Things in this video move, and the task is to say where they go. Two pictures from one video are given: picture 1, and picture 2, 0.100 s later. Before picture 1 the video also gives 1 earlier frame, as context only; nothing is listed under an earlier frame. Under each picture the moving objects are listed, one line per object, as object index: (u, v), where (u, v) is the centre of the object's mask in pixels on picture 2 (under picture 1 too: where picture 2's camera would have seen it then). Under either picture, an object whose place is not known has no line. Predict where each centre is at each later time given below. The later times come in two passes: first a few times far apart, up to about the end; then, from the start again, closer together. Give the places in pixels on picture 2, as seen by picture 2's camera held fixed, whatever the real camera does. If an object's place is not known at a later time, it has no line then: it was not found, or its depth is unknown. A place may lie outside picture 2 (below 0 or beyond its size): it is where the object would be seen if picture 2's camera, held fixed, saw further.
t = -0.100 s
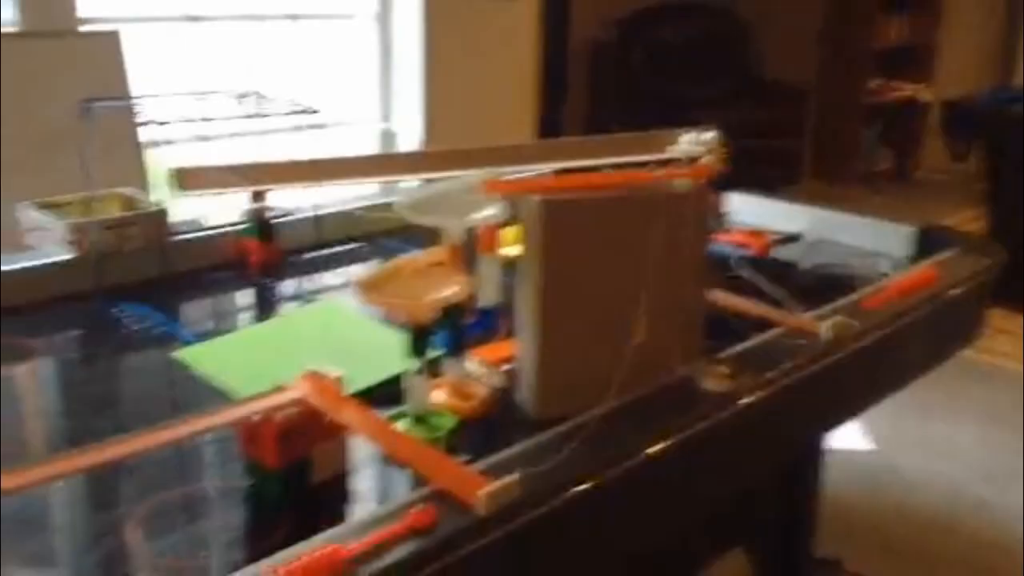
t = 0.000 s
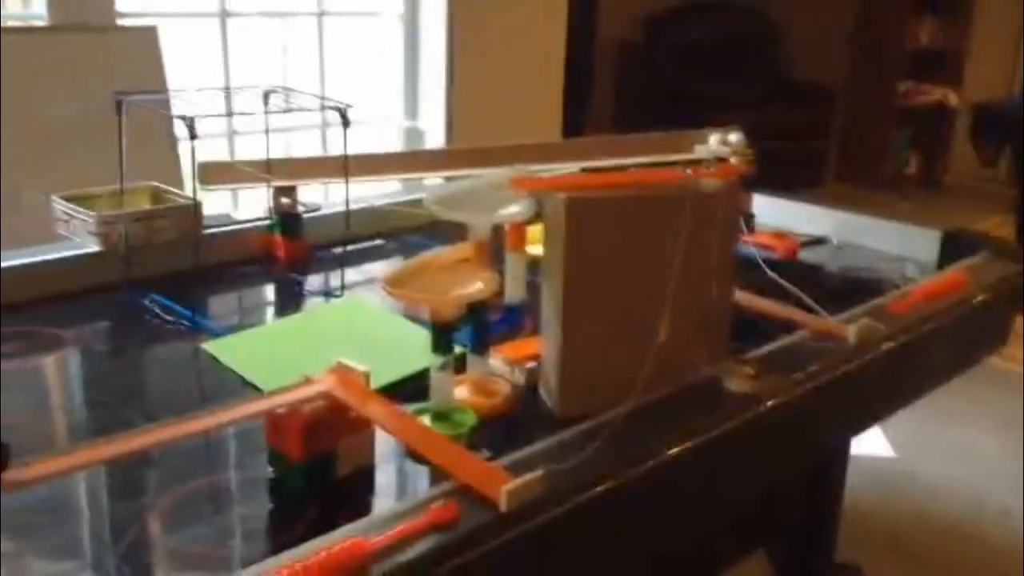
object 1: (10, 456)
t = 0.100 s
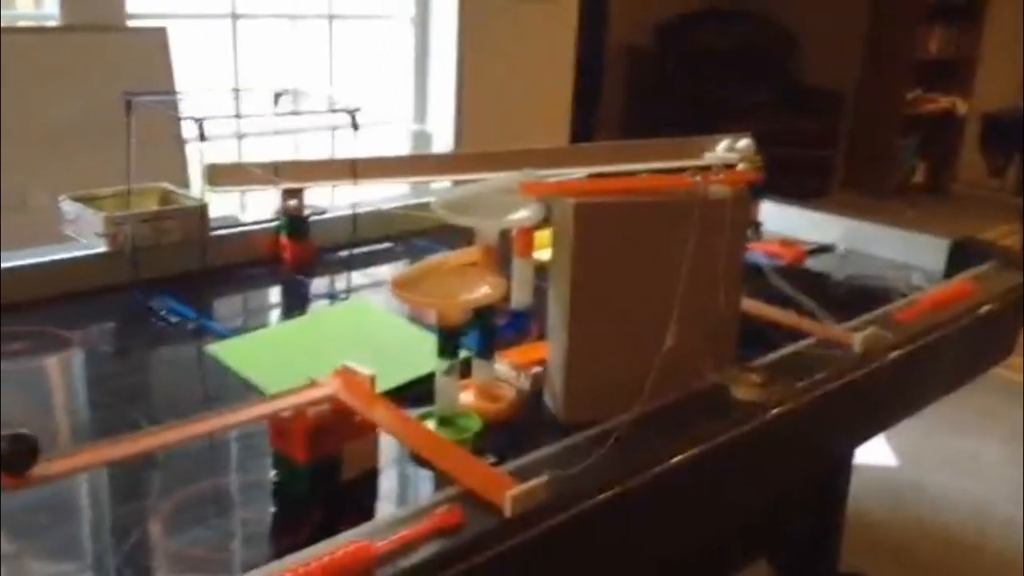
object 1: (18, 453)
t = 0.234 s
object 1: (53, 443)
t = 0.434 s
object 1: (122, 425)
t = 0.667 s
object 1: (206, 404)
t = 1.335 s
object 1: (362, 384)
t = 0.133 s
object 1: (24, 451)
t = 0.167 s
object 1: (32, 449)
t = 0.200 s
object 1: (41, 447)
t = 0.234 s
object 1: (53, 443)
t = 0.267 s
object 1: (64, 441)
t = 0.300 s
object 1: (75, 439)
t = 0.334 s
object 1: (87, 436)
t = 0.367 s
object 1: (99, 431)
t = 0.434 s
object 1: (122, 425)
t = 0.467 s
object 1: (134, 423)
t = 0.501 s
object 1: (146, 420)
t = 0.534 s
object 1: (157, 418)
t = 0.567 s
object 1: (168, 414)
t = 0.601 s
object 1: (180, 410)
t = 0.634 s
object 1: (193, 407)
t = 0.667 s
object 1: (206, 404)
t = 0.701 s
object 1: (218, 402)
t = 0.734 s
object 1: (230, 398)
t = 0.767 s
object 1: (241, 396)
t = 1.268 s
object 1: (355, 378)
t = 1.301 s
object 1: (358, 381)
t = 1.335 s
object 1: (362, 384)
